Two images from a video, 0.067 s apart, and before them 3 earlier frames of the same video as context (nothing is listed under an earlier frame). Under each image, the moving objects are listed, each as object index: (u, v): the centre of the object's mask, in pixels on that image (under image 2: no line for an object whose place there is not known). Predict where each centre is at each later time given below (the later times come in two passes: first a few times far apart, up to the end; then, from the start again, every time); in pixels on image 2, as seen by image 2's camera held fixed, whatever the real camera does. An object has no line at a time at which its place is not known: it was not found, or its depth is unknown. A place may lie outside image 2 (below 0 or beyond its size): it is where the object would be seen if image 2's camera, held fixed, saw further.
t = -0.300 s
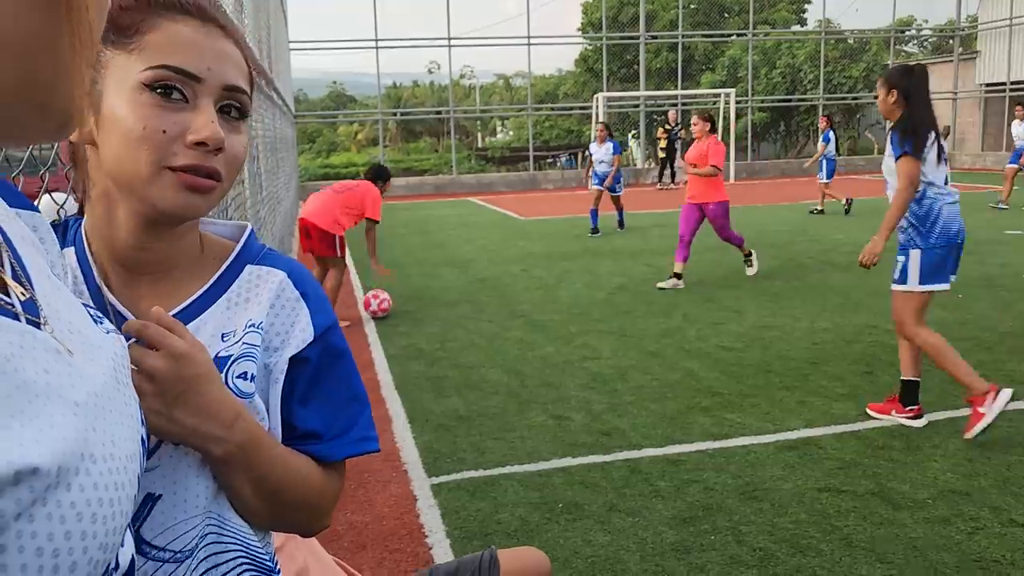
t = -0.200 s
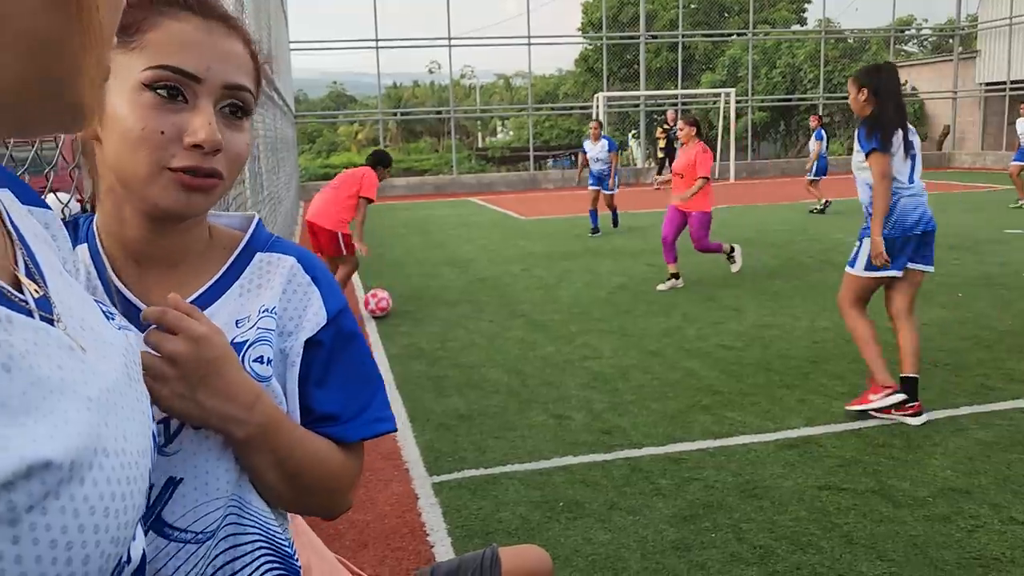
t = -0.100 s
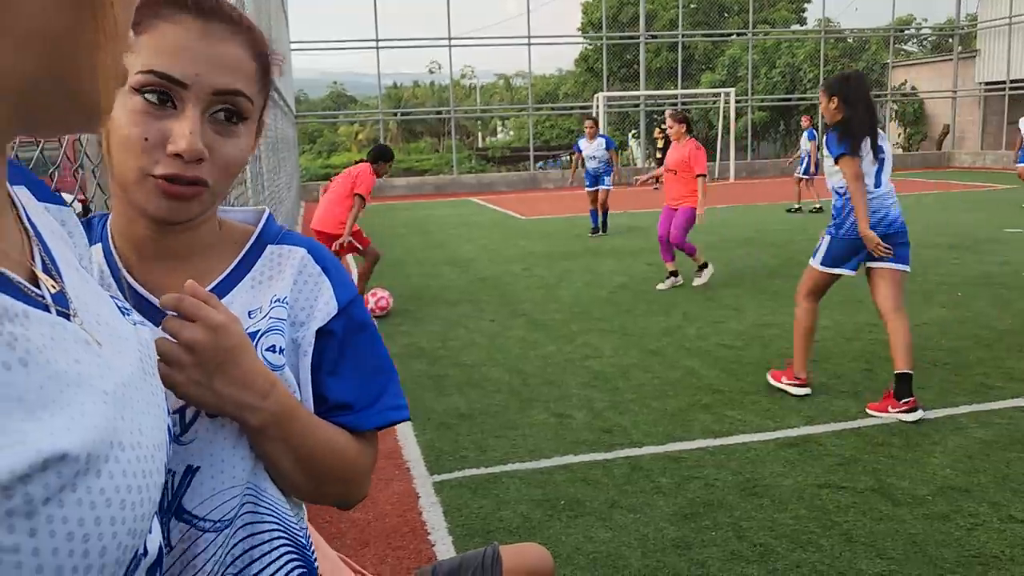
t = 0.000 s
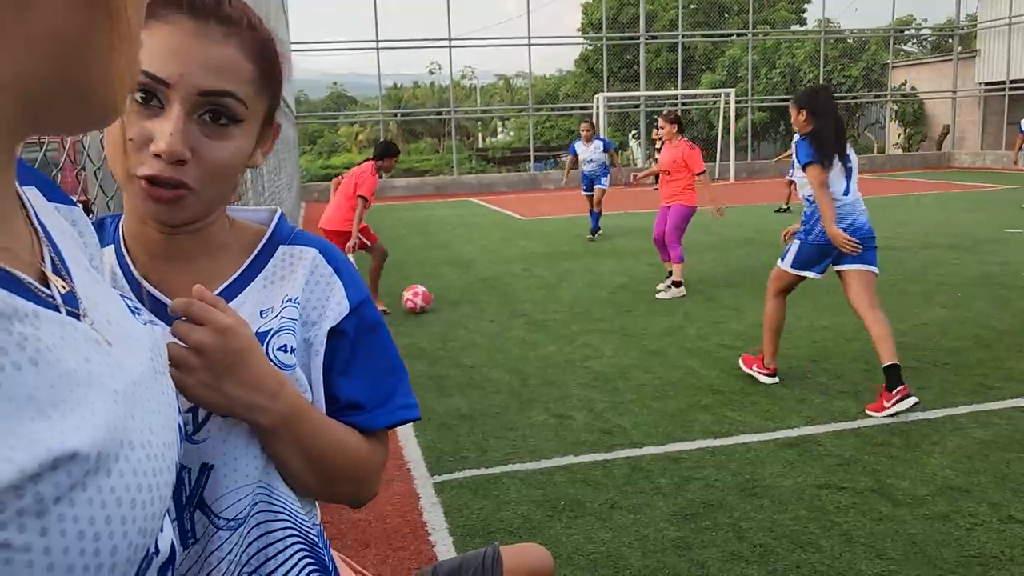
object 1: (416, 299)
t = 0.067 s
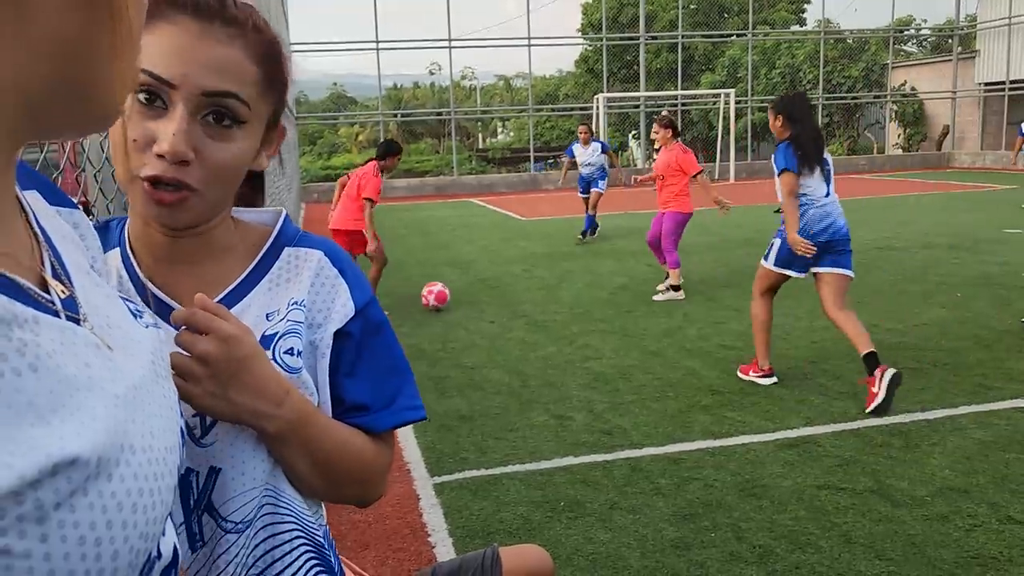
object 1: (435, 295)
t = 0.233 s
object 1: (476, 294)
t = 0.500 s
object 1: (520, 291)
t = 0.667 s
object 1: (548, 290)
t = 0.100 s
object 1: (445, 296)
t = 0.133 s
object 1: (453, 296)
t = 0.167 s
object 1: (461, 294)
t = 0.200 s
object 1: (469, 294)
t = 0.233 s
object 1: (476, 294)
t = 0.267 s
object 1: (481, 293)
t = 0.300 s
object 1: (487, 293)
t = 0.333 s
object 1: (493, 293)
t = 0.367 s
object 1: (498, 293)
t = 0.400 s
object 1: (504, 293)
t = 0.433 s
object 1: (509, 292)
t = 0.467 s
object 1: (515, 292)
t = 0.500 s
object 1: (520, 291)
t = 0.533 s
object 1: (526, 290)
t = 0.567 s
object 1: (532, 290)
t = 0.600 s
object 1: (538, 290)
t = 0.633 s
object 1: (543, 290)
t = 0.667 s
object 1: (548, 290)
